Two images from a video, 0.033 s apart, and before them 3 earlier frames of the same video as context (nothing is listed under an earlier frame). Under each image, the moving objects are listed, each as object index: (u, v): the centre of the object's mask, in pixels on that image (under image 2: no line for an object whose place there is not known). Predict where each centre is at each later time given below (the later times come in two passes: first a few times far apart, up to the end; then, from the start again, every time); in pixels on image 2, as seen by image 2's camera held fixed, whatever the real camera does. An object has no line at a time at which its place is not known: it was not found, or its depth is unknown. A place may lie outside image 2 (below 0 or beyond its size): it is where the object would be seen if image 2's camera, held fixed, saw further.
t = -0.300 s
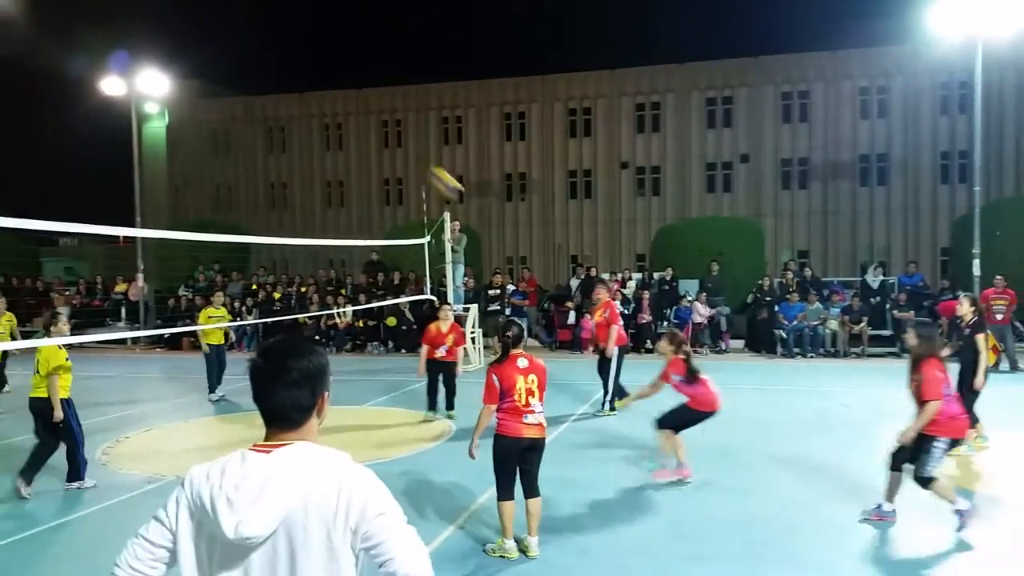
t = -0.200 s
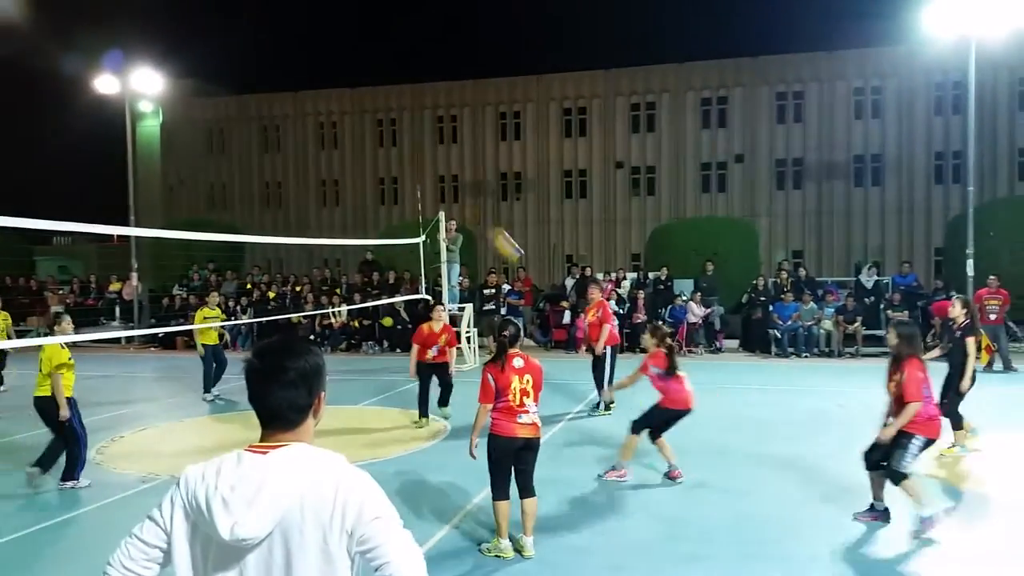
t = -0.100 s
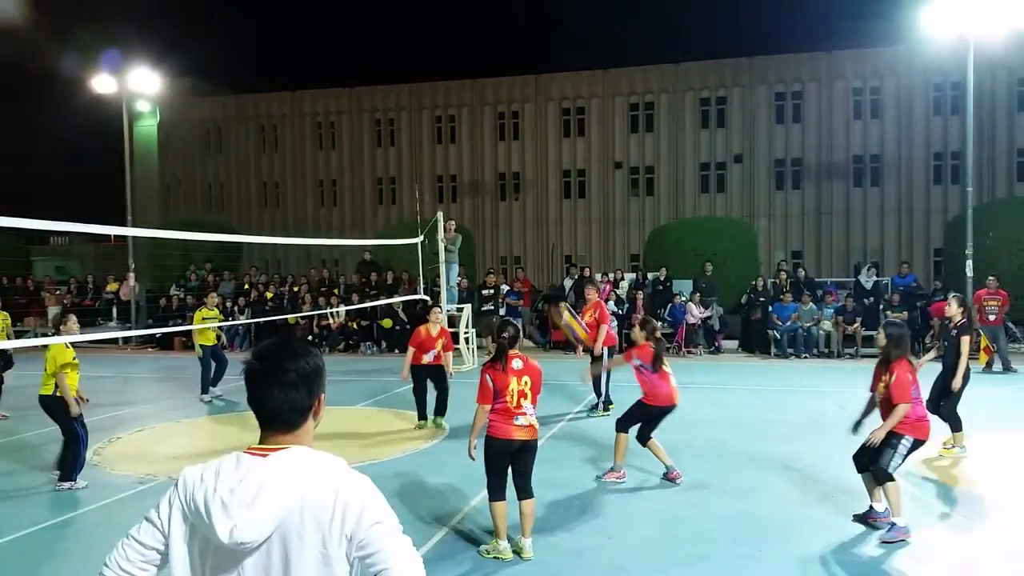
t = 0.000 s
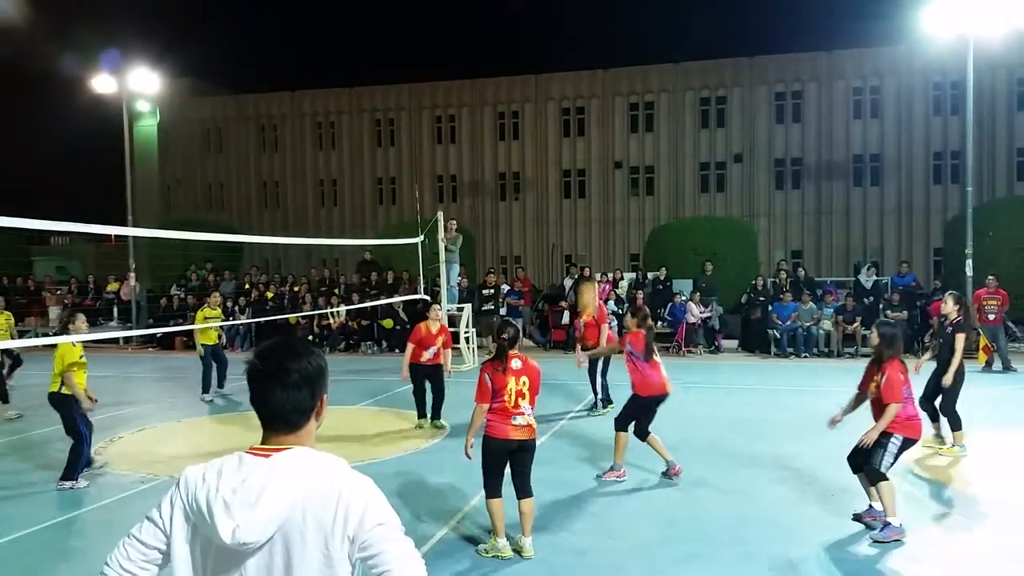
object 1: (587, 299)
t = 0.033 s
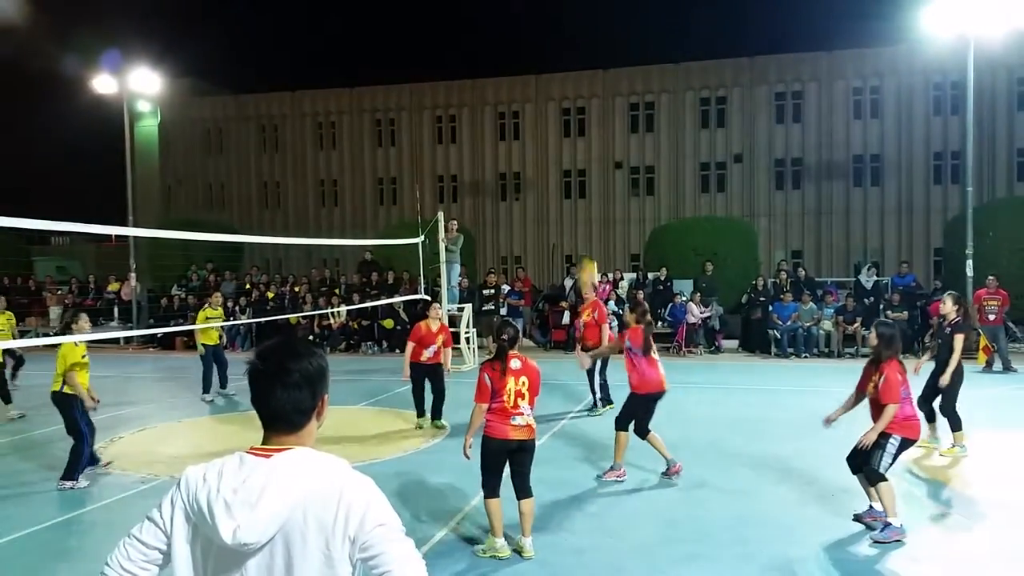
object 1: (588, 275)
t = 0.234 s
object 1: (578, 163)
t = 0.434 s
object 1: (570, 94)
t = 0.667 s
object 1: (561, 65)
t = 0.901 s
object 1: (552, 94)
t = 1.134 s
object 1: (544, 180)
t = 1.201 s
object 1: (541, 213)
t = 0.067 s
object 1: (586, 254)
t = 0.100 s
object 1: (584, 234)
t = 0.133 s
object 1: (583, 215)
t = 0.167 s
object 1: (581, 198)
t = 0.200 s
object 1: (579, 181)
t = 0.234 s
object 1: (578, 163)
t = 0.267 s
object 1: (577, 149)
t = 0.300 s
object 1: (576, 136)
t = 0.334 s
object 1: (574, 124)
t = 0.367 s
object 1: (573, 112)
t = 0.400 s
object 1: (571, 103)
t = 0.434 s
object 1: (570, 94)
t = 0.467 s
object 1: (568, 86)
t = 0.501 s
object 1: (567, 79)
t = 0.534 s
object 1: (566, 73)
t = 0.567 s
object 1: (565, 70)
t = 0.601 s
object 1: (563, 67)
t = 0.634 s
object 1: (562, 66)
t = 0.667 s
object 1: (561, 65)
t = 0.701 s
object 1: (560, 66)
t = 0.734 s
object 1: (558, 66)
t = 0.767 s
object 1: (557, 69)
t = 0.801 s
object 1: (556, 74)
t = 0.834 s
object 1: (555, 80)
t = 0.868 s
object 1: (554, 86)
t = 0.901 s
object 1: (552, 94)
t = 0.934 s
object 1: (551, 102)
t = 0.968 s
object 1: (550, 112)
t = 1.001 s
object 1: (549, 123)
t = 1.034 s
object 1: (549, 135)
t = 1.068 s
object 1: (547, 149)
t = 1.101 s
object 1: (546, 165)
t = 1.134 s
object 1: (544, 180)
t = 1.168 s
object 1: (543, 196)
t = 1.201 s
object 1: (541, 213)
